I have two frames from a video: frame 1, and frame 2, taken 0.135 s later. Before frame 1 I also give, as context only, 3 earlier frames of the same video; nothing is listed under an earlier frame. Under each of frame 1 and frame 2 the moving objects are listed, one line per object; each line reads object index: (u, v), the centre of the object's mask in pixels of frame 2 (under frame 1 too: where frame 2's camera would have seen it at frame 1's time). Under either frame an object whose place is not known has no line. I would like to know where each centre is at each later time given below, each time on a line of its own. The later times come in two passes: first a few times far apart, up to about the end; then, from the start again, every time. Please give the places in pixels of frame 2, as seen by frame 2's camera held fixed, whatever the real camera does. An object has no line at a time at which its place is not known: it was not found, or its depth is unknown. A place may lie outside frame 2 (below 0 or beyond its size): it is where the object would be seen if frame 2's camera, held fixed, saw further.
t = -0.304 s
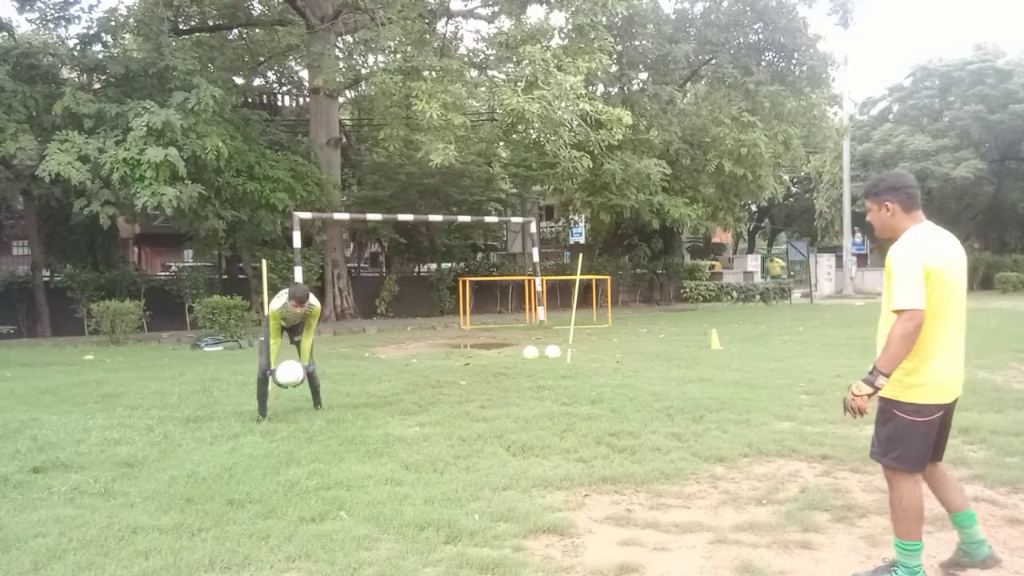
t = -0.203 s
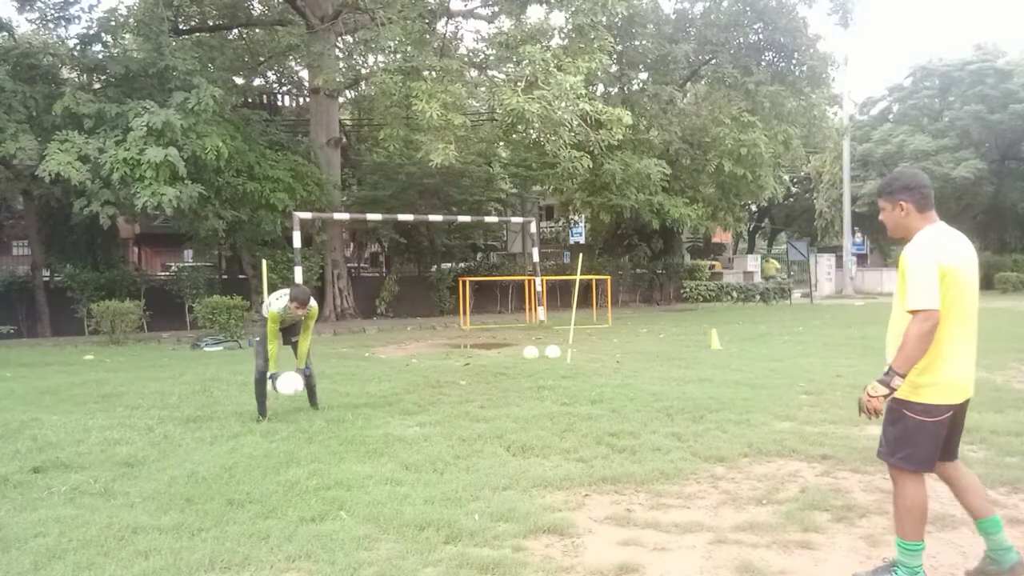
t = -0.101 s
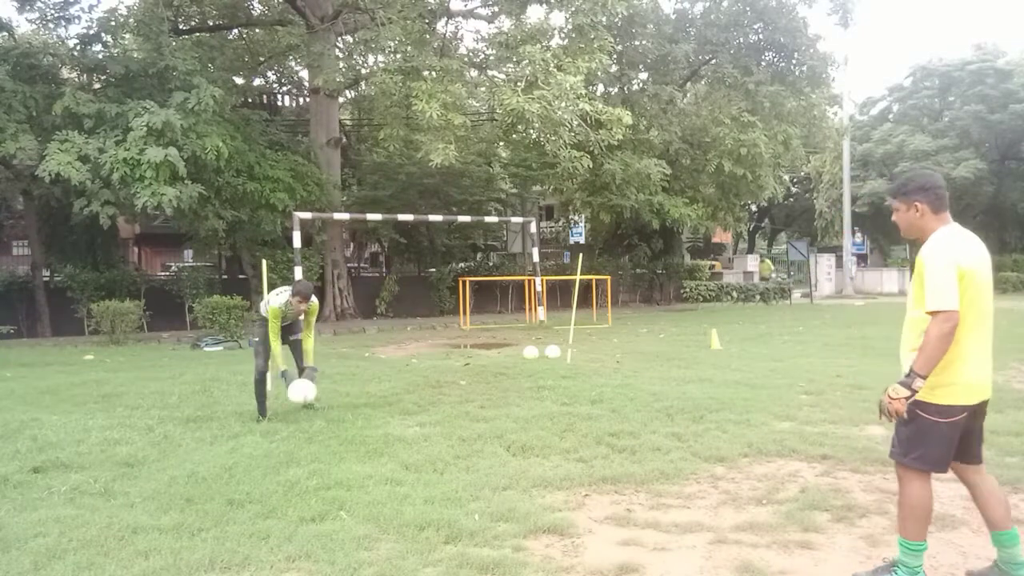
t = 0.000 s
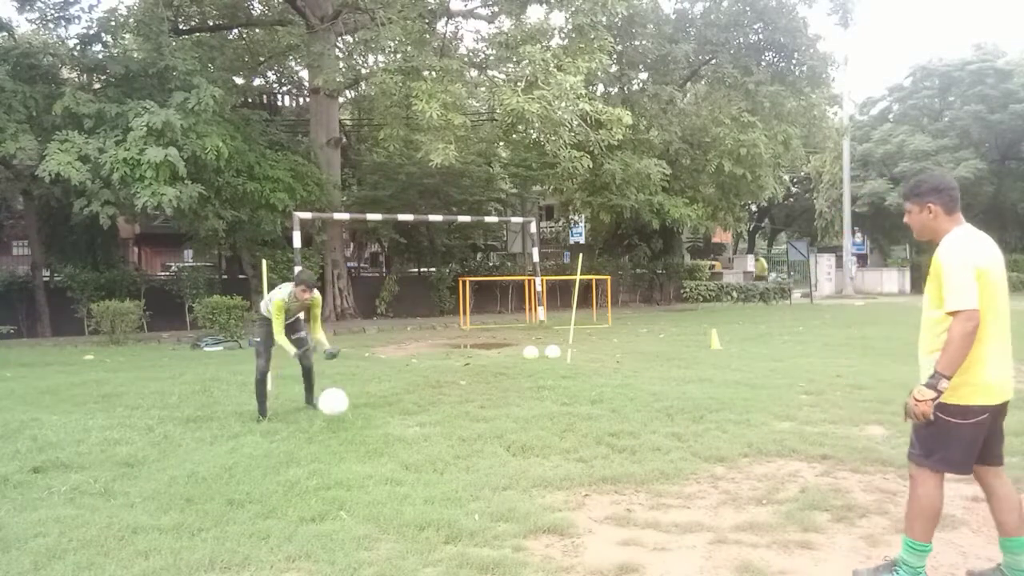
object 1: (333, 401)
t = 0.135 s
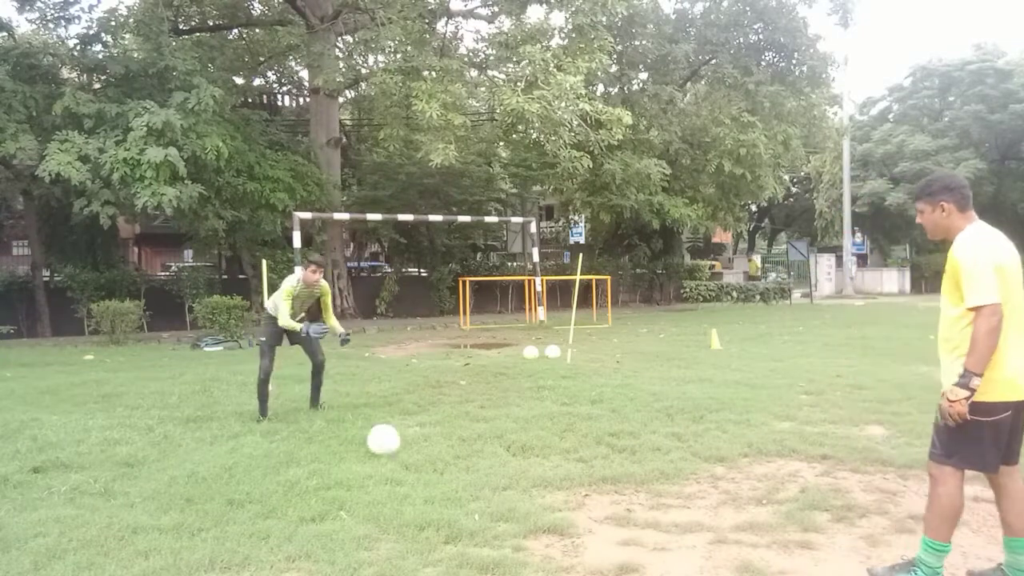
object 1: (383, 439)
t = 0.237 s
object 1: (413, 441)
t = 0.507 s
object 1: (506, 474)
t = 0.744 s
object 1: (612, 509)
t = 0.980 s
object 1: (751, 543)
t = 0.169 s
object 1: (394, 444)
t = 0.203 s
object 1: (404, 442)
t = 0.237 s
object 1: (413, 441)
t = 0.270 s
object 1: (423, 440)
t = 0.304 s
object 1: (434, 442)
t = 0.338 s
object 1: (445, 447)
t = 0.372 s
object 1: (456, 453)
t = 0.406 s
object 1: (468, 461)
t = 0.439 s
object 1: (480, 470)
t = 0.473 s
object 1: (493, 473)
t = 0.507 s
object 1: (506, 474)
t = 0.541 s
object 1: (519, 476)
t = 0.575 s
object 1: (533, 481)
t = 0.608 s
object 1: (547, 488)
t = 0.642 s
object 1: (562, 495)
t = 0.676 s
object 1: (579, 500)
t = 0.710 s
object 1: (595, 504)
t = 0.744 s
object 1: (612, 509)
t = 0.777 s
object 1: (629, 513)
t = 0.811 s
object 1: (647, 518)
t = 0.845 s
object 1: (666, 523)
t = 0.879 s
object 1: (686, 529)
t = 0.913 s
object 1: (707, 535)
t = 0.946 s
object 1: (730, 540)
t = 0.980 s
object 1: (751, 543)
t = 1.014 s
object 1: (774, 547)
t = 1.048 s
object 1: (797, 551)
